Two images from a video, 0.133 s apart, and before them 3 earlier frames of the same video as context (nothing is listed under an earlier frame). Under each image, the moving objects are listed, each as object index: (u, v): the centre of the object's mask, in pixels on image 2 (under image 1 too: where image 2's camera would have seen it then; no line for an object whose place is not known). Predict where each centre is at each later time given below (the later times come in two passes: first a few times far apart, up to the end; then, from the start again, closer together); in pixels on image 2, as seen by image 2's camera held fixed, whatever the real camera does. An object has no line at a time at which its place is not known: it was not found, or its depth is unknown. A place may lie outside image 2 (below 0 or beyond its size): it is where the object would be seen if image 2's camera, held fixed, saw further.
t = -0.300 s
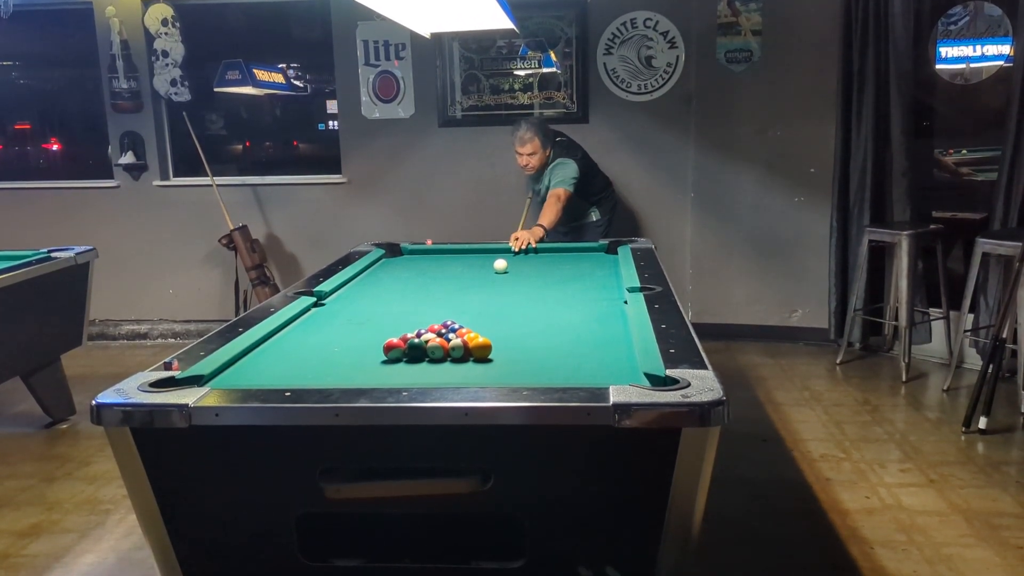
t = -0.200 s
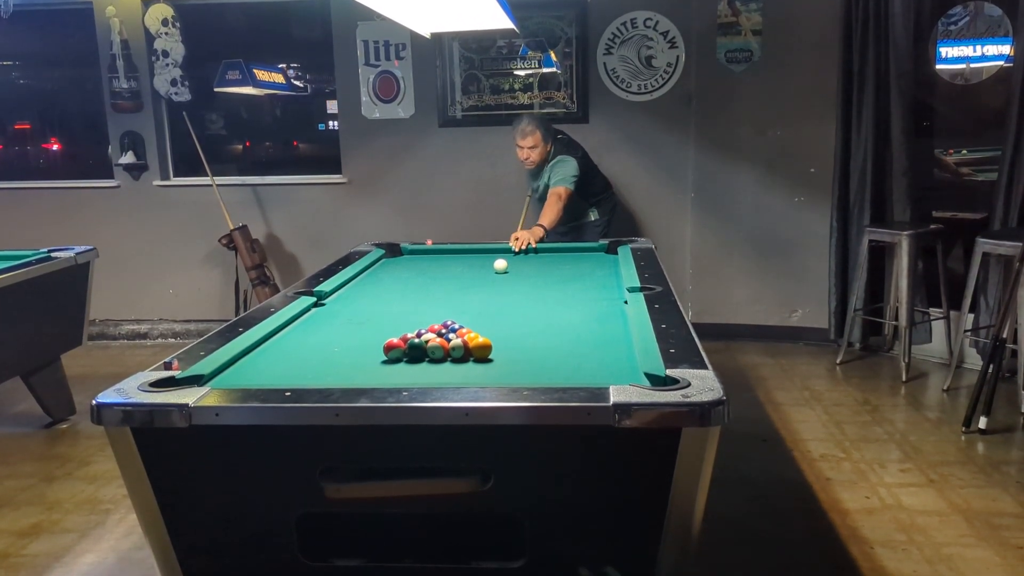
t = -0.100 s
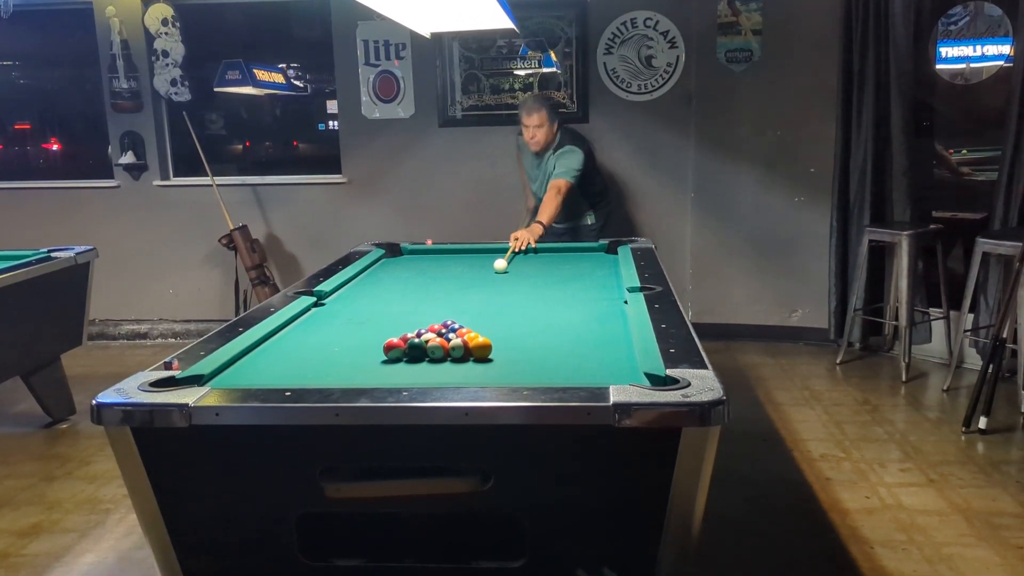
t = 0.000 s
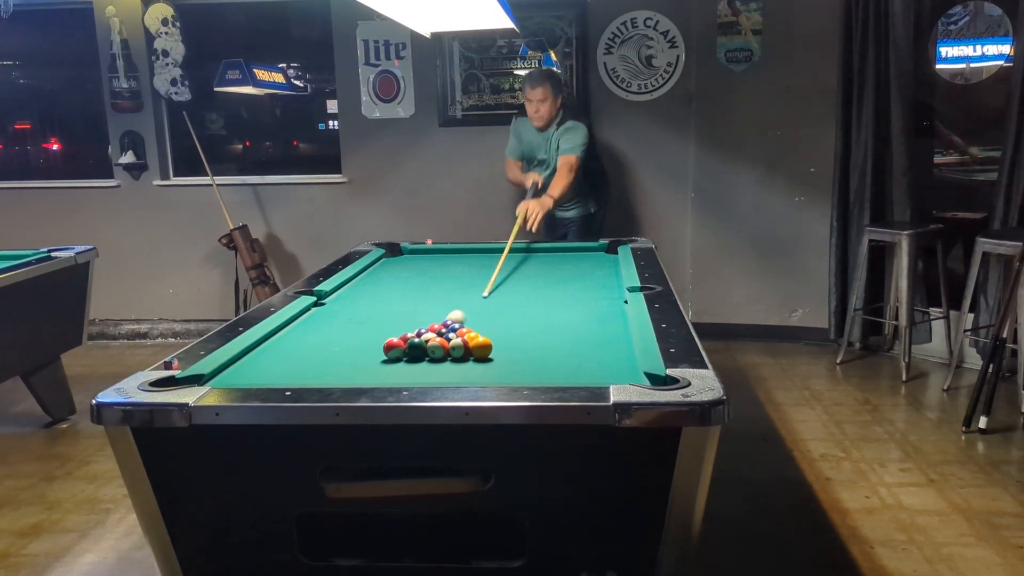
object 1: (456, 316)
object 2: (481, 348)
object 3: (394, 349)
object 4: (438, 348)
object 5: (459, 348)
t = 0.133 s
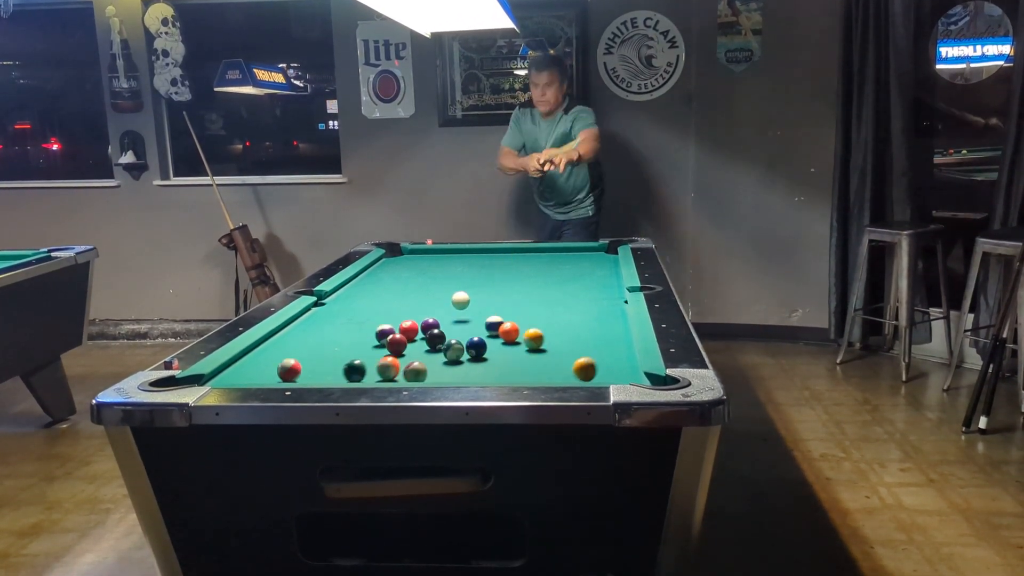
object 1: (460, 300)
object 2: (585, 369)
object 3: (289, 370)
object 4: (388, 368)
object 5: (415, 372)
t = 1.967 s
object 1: (488, 256)
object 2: (600, 294)
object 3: (591, 283)
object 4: (355, 320)
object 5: (389, 308)
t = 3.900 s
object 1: (487, 257)
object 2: (596, 274)
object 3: (538, 293)
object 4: (456, 303)
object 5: (390, 303)
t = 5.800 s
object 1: (485, 259)
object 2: (596, 272)
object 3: (538, 293)
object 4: (467, 301)
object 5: (390, 303)
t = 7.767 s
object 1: (485, 259)
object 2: (596, 272)
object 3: (537, 293)
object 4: (466, 301)
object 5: (390, 302)
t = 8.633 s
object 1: (485, 259)
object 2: (596, 272)
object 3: (538, 293)
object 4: (466, 301)
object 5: (390, 303)
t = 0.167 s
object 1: (463, 303)
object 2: (604, 361)
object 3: (288, 362)
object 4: (377, 372)
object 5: (404, 375)
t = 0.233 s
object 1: (466, 299)
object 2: (618, 347)
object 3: (287, 347)
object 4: (353, 377)
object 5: (399, 374)
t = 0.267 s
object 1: (467, 299)
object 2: (604, 341)
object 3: (286, 340)
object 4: (352, 376)
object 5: (400, 371)
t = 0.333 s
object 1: (469, 296)
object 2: (609, 340)
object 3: (286, 328)
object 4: (351, 372)
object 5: (400, 364)
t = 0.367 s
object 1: (470, 294)
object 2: (614, 339)
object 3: (297, 323)
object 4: (351, 369)
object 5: (400, 361)
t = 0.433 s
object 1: (472, 291)
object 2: (620, 338)
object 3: (321, 312)
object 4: (349, 364)
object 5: (400, 354)
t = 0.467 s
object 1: (472, 290)
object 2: (622, 337)
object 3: (332, 310)
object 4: (349, 360)
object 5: (400, 351)
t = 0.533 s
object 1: (473, 288)
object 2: (623, 335)
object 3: (352, 302)
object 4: (348, 355)
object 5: (400, 346)
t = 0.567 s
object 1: (473, 287)
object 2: (622, 333)
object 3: (361, 298)
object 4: (347, 352)
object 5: (395, 344)
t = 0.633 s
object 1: (474, 285)
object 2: (620, 330)
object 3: (379, 291)
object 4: (342, 349)
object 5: (386, 342)
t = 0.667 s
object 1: (474, 284)
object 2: (619, 329)
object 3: (388, 288)
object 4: (337, 348)
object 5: (386, 340)
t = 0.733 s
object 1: (475, 282)
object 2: (618, 327)
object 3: (403, 281)
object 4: (329, 346)
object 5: (387, 337)
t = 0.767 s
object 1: (475, 281)
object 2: (617, 326)
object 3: (411, 278)
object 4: (325, 345)
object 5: (387, 335)
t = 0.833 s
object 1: (476, 279)
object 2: (615, 323)
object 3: (425, 273)
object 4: (317, 343)
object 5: (387, 332)
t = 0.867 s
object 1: (476, 278)
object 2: (615, 322)
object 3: (432, 270)
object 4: (313, 342)
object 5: (388, 331)
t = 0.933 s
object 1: (477, 276)
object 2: (613, 320)
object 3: (445, 265)
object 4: (305, 341)
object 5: (388, 328)
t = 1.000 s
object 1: (477, 275)
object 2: (612, 318)
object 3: (457, 260)
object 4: (298, 339)
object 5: (388, 326)
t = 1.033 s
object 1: (478, 274)
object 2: (612, 317)
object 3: (462, 257)
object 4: (295, 338)
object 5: (388, 324)
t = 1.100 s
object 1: (478, 273)
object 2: (611, 315)
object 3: (473, 253)
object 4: (287, 336)
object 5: (389, 322)
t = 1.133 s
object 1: (478, 271)
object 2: (610, 314)
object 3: (478, 251)
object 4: (284, 335)
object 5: (389, 321)
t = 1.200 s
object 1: (478, 269)
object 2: (609, 312)
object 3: (490, 251)
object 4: (278, 334)
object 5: (389, 318)
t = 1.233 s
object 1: (478, 267)
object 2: (608, 311)
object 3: (496, 252)
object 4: (281, 333)
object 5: (389, 317)
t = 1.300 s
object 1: (480, 264)
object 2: (607, 309)
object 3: (508, 255)
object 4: (288, 332)
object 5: (389, 315)
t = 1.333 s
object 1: (482, 264)
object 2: (607, 308)
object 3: (514, 256)
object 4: (292, 331)
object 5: (389, 315)
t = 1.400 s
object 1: (483, 264)
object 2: (606, 306)
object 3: (527, 258)
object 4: (300, 330)
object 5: (389, 314)
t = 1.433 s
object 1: (483, 264)
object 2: (606, 306)
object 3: (533, 260)
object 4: (304, 329)
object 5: (389, 314)
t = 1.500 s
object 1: (483, 264)
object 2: (605, 304)
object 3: (547, 262)
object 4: (311, 328)
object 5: (389, 313)
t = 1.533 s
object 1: (483, 263)
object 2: (605, 303)
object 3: (553, 264)
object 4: (314, 327)
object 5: (389, 312)
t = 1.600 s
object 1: (483, 262)
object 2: (604, 302)
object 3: (568, 266)
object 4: (321, 326)
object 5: (389, 311)
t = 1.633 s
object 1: (484, 262)
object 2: (603, 301)
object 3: (575, 268)
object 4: (325, 326)
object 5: (389, 311)
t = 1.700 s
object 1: (484, 260)
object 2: (603, 299)
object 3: (590, 271)
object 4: (331, 325)
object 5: (389, 310)
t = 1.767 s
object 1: (485, 259)
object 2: (602, 298)
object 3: (605, 274)
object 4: (338, 323)
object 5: (389, 309)
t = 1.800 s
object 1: (485, 259)
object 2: (602, 297)
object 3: (613, 276)
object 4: (341, 323)
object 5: (389, 309)
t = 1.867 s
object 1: (486, 258)
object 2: (601, 296)
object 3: (606, 279)
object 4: (347, 322)
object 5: (389, 309)
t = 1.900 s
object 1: (487, 257)
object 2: (601, 295)
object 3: (602, 279)
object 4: (350, 321)
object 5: (389, 308)
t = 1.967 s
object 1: (488, 256)
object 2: (600, 294)
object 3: (591, 283)
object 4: (355, 320)
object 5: (389, 308)
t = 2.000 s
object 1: (488, 255)
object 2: (600, 293)
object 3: (586, 285)
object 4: (358, 320)
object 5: (389, 308)
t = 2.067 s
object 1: (489, 255)
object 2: (600, 292)
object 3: (579, 287)
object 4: (364, 319)
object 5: (389, 307)
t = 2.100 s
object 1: (489, 254)
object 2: (599, 292)
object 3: (577, 287)
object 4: (366, 319)
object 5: (389, 307)
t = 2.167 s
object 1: (489, 253)
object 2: (599, 291)
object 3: (575, 287)
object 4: (372, 318)
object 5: (389, 306)
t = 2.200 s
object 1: (490, 253)
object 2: (599, 290)
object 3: (574, 288)
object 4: (374, 317)
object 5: (389, 306)
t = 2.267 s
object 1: (490, 252)
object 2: (598, 289)
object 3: (571, 288)
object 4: (379, 316)
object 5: (389, 304)
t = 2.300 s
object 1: (490, 251)
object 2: (598, 289)
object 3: (570, 288)
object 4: (382, 316)
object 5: (389, 303)
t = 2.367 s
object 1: (491, 251)
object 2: (597, 287)
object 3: (567, 288)
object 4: (387, 315)
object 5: (389, 302)
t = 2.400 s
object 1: (491, 250)
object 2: (597, 287)
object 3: (566, 289)
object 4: (389, 315)
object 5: (388, 301)
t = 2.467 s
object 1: (492, 250)
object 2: (597, 286)
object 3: (564, 289)
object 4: (394, 314)
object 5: (387, 302)
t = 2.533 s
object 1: (492, 250)
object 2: (597, 285)
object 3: (561, 289)
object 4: (398, 313)
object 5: (387, 303)
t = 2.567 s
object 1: (492, 250)
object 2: (597, 285)
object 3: (560, 289)
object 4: (400, 313)
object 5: (387, 303)
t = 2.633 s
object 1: (491, 250)
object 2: (596, 284)
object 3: (558, 290)
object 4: (404, 312)
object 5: (388, 304)
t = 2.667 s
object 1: (491, 251)
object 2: (596, 284)
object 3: (557, 290)
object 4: (406, 312)
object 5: (388, 304)
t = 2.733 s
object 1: (491, 251)
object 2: (596, 283)
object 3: (555, 290)
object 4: (410, 311)
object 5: (388, 303)
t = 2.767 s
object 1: (491, 251)
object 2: (596, 282)
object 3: (554, 291)
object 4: (412, 310)
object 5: (388, 303)
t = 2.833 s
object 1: (491, 252)
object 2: (596, 282)
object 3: (552, 291)
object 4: (416, 310)
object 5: (389, 303)
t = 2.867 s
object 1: (490, 252)
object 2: (595, 281)
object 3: (551, 291)
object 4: (417, 310)
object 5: (389, 303)
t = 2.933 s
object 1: (490, 252)
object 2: (595, 281)
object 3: (550, 291)
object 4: (421, 309)
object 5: (389, 303)
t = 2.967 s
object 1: (490, 253)
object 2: (595, 280)
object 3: (549, 291)
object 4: (422, 309)
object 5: (389, 303)
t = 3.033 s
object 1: (490, 253)
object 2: (594, 280)
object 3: (547, 291)
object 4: (426, 308)
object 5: (389, 303)
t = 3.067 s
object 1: (490, 253)
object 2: (594, 279)
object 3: (547, 292)
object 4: (427, 308)
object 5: (390, 303)
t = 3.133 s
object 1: (489, 254)
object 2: (594, 279)
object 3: (546, 292)
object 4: (430, 307)
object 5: (390, 302)
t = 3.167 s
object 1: (489, 254)
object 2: (594, 279)
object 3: (545, 291)
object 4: (432, 307)
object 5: (390, 303)
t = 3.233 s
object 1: (489, 254)
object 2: (594, 278)
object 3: (543, 292)
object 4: (435, 306)
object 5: (390, 303)
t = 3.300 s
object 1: (489, 255)
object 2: (594, 278)
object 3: (542, 292)
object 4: (437, 306)
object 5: (390, 303)
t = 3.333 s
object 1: (488, 255)
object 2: (594, 277)
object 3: (542, 292)
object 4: (438, 306)
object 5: (390, 303)
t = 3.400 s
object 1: (488, 255)
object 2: (594, 277)
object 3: (541, 293)
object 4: (441, 306)
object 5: (390, 303)
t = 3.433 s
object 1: (488, 255)
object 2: (594, 277)
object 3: (541, 292)
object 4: (442, 305)
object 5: (390, 303)
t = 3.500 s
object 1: (487, 256)
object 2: (594, 276)
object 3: (540, 292)
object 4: (444, 305)
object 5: (390, 303)
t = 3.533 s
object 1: (487, 256)
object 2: (594, 276)
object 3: (540, 293)
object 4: (446, 304)
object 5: (390, 303)
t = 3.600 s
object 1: (487, 256)
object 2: (595, 275)
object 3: (539, 293)
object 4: (448, 304)
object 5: (390, 303)
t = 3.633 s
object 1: (487, 256)
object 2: (595, 275)
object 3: (539, 293)
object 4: (449, 304)
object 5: (390, 303)
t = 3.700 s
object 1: (487, 257)
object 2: (595, 275)
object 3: (538, 293)
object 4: (451, 304)
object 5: (390, 303)
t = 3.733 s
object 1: (487, 257)
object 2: (595, 275)
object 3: (538, 293)
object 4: (452, 304)
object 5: (390, 303)
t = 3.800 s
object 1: (487, 257)
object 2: (596, 274)
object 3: (538, 293)
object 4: (454, 303)
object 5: (390, 303)
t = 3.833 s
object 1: (487, 257)
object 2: (596, 274)
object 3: (538, 293)
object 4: (455, 303)
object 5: (390, 303)
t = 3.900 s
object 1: (487, 257)
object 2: (596, 274)
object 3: (538, 293)
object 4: (456, 303)
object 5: (390, 303)
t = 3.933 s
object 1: (487, 257)
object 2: (596, 274)
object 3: (538, 293)
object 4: (457, 303)
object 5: (390, 303)
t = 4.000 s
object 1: (487, 258)
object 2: (596, 274)
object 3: (538, 293)
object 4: (458, 302)
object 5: (390, 303)
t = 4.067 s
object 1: (487, 258)
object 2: (597, 273)
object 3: (538, 293)
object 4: (460, 302)
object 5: (390, 302)
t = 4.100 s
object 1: (487, 258)
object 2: (597, 273)
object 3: (538, 293)
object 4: (460, 302)
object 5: (390, 303)
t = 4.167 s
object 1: (486, 258)
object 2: (597, 273)
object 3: (538, 293)
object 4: (462, 302)
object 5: (390, 302)
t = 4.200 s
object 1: (487, 258)
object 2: (597, 273)
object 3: (538, 293)
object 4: (462, 302)
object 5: (390, 302)
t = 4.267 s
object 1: (486, 259)
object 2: (597, 273)
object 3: (538, 293)
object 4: (463, 302)
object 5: (390, 303)
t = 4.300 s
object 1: (486, 259)
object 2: (597, 273)
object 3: (538, 293)
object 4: (464, 302)
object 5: (390, 302)
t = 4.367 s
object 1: (486, 259)
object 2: (597, 273)
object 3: (538, 293)
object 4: (464, 301)
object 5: (390, 303)
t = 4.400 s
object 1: (486, 259)
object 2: (597, 273)
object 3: (538, 293)
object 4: (465, 301)
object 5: (390, 303)
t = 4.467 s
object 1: (486, 259)
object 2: (597, 273)
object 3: (538, 293)
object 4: (465, 301)
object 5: (390, 303)
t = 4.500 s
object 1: (486, 259)
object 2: (597, 273)
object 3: (538, 293)
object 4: (466, 301)
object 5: (390, 302)
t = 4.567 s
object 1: (486, 259)
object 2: (597, 273)
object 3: (538, 293)
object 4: (466, 301)
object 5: (390, 303)
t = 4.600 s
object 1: (486, 259)
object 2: (597, 272)
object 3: (538, 293)
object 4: (466, 301)
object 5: (390, 303)
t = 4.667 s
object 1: (486, 259)
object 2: (597, 273)
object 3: (538, 293)
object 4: (467, 301)
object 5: (390, 302)
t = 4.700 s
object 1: (486, 259)
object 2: (597, 272)
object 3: (538, 292)
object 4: (467, 301)
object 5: (390, 302)
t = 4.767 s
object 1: (485, 259)
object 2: (596, 273)
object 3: (538, 292)
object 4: (467, 301)
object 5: (390, 303)
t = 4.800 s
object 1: (485, 259)
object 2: (596, 273)
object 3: (538, 292)
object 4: (467, 301)
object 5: (390, 302)
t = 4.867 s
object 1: (485, 259)
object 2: (596, 272)
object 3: (538, 292)
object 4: (467, 301)
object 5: (390, 302)
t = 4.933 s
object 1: (485, 259)
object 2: (596, 272)
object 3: (538, 292)
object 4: (467, 301)
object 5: (390, 302)
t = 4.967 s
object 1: (485, 259)
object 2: (596, 272)
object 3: (538, 292)
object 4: (467, 301)
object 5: (390, 302)
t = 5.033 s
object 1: (485, 259)
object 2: (596, 272)
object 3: (538, 293)
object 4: (467, 301)
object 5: (390, 302)
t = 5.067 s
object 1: (485, 258)
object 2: (596, 272)
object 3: (538, 293)
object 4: (467, 301)
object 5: (390, 302)
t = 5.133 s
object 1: (485, 259)
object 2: (596, 272)
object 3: (538, 293)
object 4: (467, 301)
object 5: (390, 302)
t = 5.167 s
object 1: (485, 259)
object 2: (596, 272)
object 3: (538, 292)
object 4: (467, 301)
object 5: (390, 302)
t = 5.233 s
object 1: (485, 259)
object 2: (596, 272)
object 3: (538, 292)
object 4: (467, 301)
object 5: (390, 302)
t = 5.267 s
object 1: (485, 259)
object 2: (596, 272)
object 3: (538, 292)
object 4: (467, 301)
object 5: (390, 302)
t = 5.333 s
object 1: (485, 259)
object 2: (596, 272)
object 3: (538, 292)
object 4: (467, 301)
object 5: (390, 302)
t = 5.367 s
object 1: (485, 259)
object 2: (596, 272)
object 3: (538, 293)
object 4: (467, 301)
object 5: (390, 302)
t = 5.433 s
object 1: (485, 259)
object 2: (596, 272)
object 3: (538, 292)
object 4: (467, 301)
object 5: (390, 302)
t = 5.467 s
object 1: (485, 259)
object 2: (596, 272)
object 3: (538, 292)
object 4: (466, 301)
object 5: (390, 302)
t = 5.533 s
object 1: (485, 259)
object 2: (596, 272)
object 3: (538, 292)
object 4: (467, 301)
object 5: (390, 303)
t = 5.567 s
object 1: (485, 259)
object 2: (596, 272)
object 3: (538, 292)
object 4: (467, 301)
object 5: (390, 302)
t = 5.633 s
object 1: (485, 259)
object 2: (596, 272)
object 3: (538, 293)
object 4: (467, 301)
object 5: (390, 303)
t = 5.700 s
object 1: (485, 259)
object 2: (596, 272)
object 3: (538, 293)
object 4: (467, 301)
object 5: (390, 302)
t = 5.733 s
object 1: (485, 259)
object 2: (597, 272)
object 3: (538, 293)
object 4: (467, 301)
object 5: (390, 302)
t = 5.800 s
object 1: (485, 259)
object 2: (596, 272)
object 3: (538, 293)
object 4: (467, 301)
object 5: (390, 303)
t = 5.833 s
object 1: (485, 259)
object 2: (596, 273)
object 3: (538, 293)
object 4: (466, 301)
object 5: (390, 303)
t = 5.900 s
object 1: (485, 259)
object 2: (596, 273)
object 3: (538, 293)
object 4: (466, 301)
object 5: (390, 303)
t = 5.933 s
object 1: (485, 259)
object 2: (597, 273)
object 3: (538, 293)
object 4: (466, 301)
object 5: (390, 303)
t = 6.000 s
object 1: (485, 259)
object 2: (597, 273)
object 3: (538, 293)
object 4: (466, 301)
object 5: (390, 303)
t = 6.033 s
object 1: (485, 259)
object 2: (596, 273)
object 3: (538, 293)
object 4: (466, 301)
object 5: (390, 303)
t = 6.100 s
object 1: (485, 259)
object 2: (596, 273)
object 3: (538, 293)
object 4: (466, 301)
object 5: (390, 303)
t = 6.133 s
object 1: (485, 259)
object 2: (596, 273)
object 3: (538, 293)
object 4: (466, 301)
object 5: (390, 303)
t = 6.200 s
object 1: (485, 259)
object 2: (596, 273)
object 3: (538, 293)
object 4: (466, 301)
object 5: (390, 303)
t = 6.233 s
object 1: (485, 259)
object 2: (596, 273)
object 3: (538, 293)
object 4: (466, 301)
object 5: (390, 303)
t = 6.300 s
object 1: (485, 259)
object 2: (596, 273)
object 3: (538, 293)
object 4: (466, 301)
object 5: (390, 303)
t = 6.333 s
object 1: (485, 259)
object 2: (596, 273)
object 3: (538, 293)
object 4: (466, 301)
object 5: (390, 303)
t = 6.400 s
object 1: (485, 259)
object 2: (596, 273)
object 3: (538, 293)
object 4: (466, 301)
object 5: (390, 303)
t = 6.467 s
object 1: (485, 259)
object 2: (596, 273)
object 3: (538, 293)
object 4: (466, 302)
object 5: (390, 303)
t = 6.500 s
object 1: (485, 259)
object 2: (596, 273)
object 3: (538, 293)
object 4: (466, 302)
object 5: (390, 303)
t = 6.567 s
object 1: (485, 259)
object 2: (596, 273)
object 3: (538, 293)
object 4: (466, 302)
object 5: (390, 303)
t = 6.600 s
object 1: (485, 259)
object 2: (596, 273)
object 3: (538, 293)
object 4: (466, 302)
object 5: (390, 303)
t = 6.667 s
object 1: (485, 259)
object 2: (596, 273)
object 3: (538, 293)
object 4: (466, 301)
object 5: (390, 303)
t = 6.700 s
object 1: (485, 259)
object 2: (596, 273)
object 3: (538, 293)
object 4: (466, 302)
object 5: (390, 303)
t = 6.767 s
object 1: (485, 259)
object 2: (597, 273)
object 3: (538, 293)
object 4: (466, 301)
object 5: (390, 303)
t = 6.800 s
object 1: (485, 259)
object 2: (596, 273)
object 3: (538, 293)
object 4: (466, 301)
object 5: (390, 303)
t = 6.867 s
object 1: (485, 259)
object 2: (596, 273)
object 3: (538, 293)
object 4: (466, 301)
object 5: (390, 303)
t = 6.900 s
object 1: (485, 259)
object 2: (596, 272)
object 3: (538, 293)
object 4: (466, 301)
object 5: (390, 303)
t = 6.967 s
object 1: (485, 259)
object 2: (596, 273)
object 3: (538, 293)
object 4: (466, 301)
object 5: (390, 303)
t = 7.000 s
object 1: (485, 259)
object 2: (596, 273)
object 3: (538, 293)
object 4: (466, 301)
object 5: (390, 303)
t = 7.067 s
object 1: (485, 259)
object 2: (596, 272)
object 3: (538, 293)
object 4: (466, 301)
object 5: (390, 303)
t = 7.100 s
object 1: (485, 259)
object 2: (596, 272)
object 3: (538, 293)
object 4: (466, 301)
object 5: (390, 303)
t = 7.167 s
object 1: (485, 259)
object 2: (596, 273)
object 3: (538, 293)
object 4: (466, 301)
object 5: (390, 303)
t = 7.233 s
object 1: (485, 259)
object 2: (596, 272)
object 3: (538, 293)
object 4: (466, 301)
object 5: (390, 303)
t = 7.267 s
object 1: (485, 259)
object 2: (596, 273)
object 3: (538, 293)
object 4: (466, 301)
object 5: (390, 303)
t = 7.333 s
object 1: (485, 259)
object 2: (596, 272)
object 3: (538, 293)
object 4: (466, 301)
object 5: (390, 302)
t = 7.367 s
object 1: (485, 259)
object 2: (596, 272)
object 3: (537, 293)
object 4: (466, 301)
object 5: (390, 302)
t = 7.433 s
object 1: (485, 259)
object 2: (596, 273)
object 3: (537, 293)
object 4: (466, 301)
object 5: (390, 302)
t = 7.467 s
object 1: (485, 259)
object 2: (596, 273)
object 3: (537, 293)
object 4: (466, 301)
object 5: (390, 302)
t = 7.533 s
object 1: (485, 259)
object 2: (596, 272)
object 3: (537, 293)
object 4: (466, 301)
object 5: (390, 302)
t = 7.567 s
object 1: (485, 259)
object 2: (596, 272)
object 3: (537, 293)
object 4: (466, 301)
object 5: (390, 303)
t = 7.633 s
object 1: (485, 259)
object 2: (596, 272)
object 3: (537, 293)
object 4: (466, 301)
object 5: (390, 302)
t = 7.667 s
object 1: (485, 259)
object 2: (596, 272)
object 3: (537, 293)
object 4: (466, 301)
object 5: (390, 302)
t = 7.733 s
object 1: (485, 259)
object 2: (596, 272)
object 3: (537, 293)
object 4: (466, 301)
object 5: (390, 302)
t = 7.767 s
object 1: (485, 259)
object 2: (596, 272)
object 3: (537, 293)
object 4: (466, 301)
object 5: (390, 302)
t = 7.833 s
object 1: (485, 259)
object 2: (596, 272)
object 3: (537, 293)
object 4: (466, 301)
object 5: (390, 302)
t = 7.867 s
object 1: (485, 259)
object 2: (596, 272)
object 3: (537, 293)
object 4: (466, 301)
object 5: (390, 302)
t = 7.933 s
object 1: (485, 259)
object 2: (596, 273)
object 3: (537, 293)
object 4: (466, 301)
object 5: (390, 302)
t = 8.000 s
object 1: (485, 259)
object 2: (596, 273)
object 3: (538, 293)
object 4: (466, 301)
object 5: (390, 303)
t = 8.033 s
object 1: (485, 259)
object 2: (596, 272)
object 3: (538, 293)
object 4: (466, 301)
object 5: (390, 302)
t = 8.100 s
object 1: (485, 259)
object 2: (596, 272)
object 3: (538, 293)
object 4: (466, 301)
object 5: (390, 303)
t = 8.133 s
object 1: (485, 259)
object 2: (596, 272)
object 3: (537, 293)
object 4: (466, 301)
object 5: (390, 302)
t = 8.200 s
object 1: (485, 259)
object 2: (596, 273)
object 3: (537, 293)
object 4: (466, 301)
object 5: (390, 302)
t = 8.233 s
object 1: (485, 259)
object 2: (596, 272)
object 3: (537, 293)
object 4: (466, 301)
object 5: (390, 303)
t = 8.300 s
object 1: (485, 259)
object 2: (596, 272)
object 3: (537, 293)
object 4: (466, 301)
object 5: (390, 303)
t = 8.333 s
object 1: (485, 259)
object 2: (596, 273)
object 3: (537, 293)
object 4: (466, 301)
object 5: (390, 302)
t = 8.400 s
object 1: (485, 259)
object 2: (596, 272)
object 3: (538, 293)
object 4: (466, 301)
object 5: (390, 302)
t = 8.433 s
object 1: (485, 259)
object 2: (596, 272)
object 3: (538, 293)
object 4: (466, 301)
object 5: (390, 303)
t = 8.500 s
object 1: (485, 259)
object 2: (596, 272)
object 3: (538, 293)
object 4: (466, 301)
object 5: (390, 303)
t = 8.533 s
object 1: (485, 259)
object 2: (596, 272)
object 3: (538, 293)
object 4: (466, 301)
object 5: (390, 302)
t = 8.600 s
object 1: (485, 259)
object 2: (596, 272)
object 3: (538, 293)
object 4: (466, 301)
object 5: (390, 302)
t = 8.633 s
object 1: (485, 259)
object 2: (596, 272)
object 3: (538, 293)
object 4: (466, 301)
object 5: (390, 303)
